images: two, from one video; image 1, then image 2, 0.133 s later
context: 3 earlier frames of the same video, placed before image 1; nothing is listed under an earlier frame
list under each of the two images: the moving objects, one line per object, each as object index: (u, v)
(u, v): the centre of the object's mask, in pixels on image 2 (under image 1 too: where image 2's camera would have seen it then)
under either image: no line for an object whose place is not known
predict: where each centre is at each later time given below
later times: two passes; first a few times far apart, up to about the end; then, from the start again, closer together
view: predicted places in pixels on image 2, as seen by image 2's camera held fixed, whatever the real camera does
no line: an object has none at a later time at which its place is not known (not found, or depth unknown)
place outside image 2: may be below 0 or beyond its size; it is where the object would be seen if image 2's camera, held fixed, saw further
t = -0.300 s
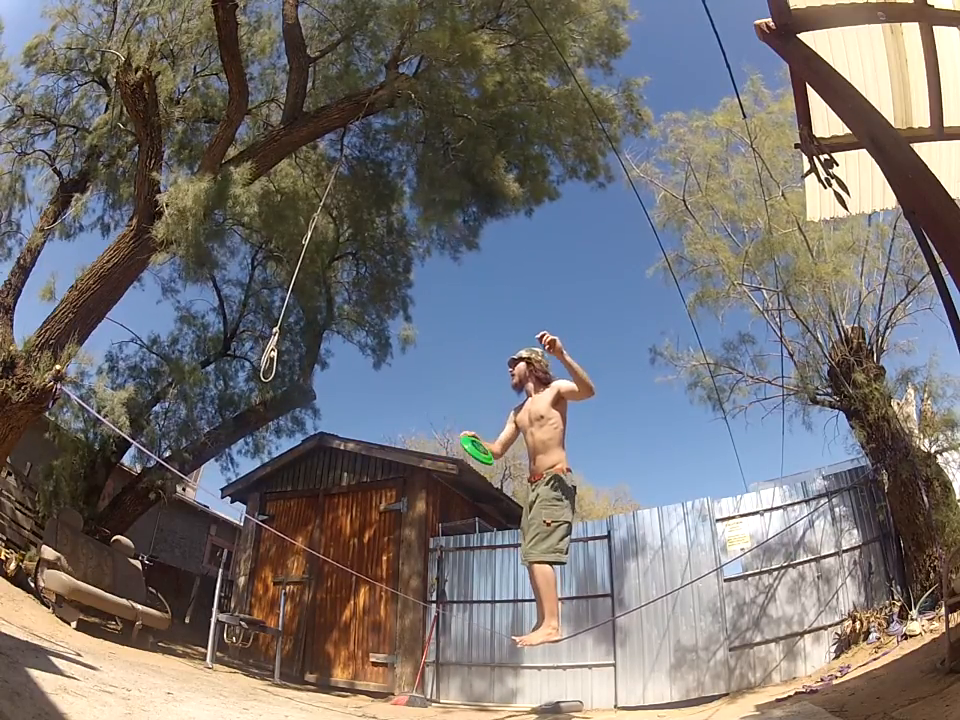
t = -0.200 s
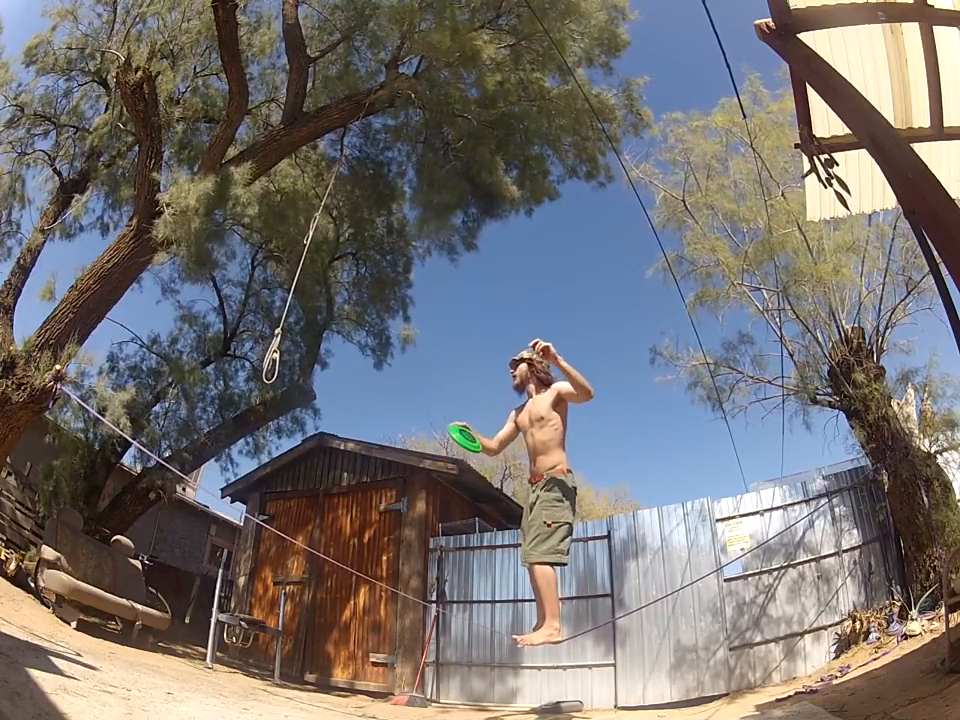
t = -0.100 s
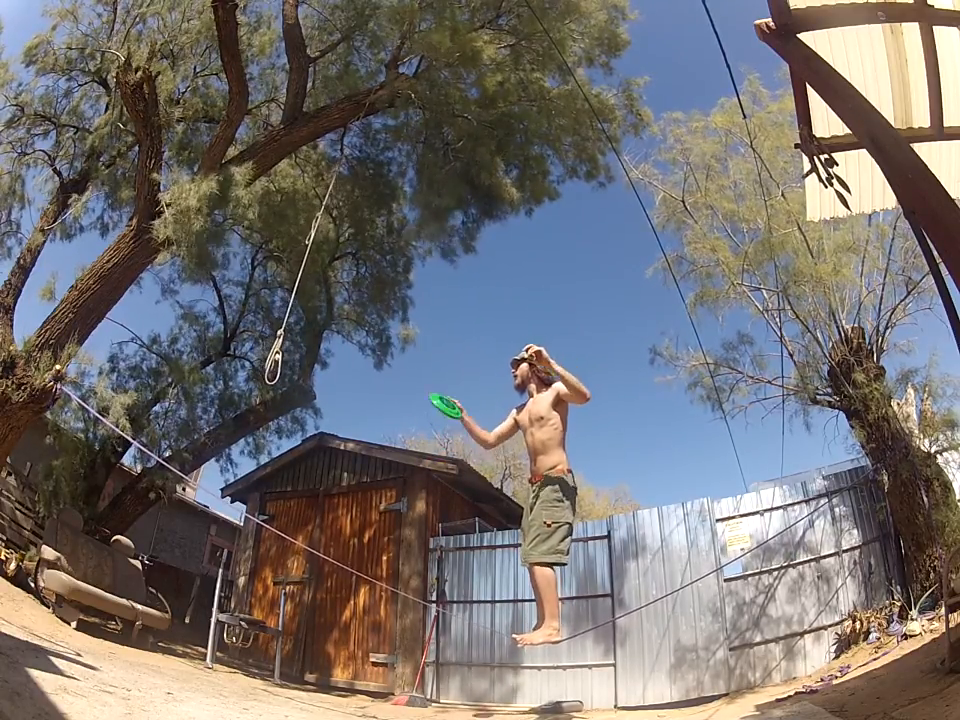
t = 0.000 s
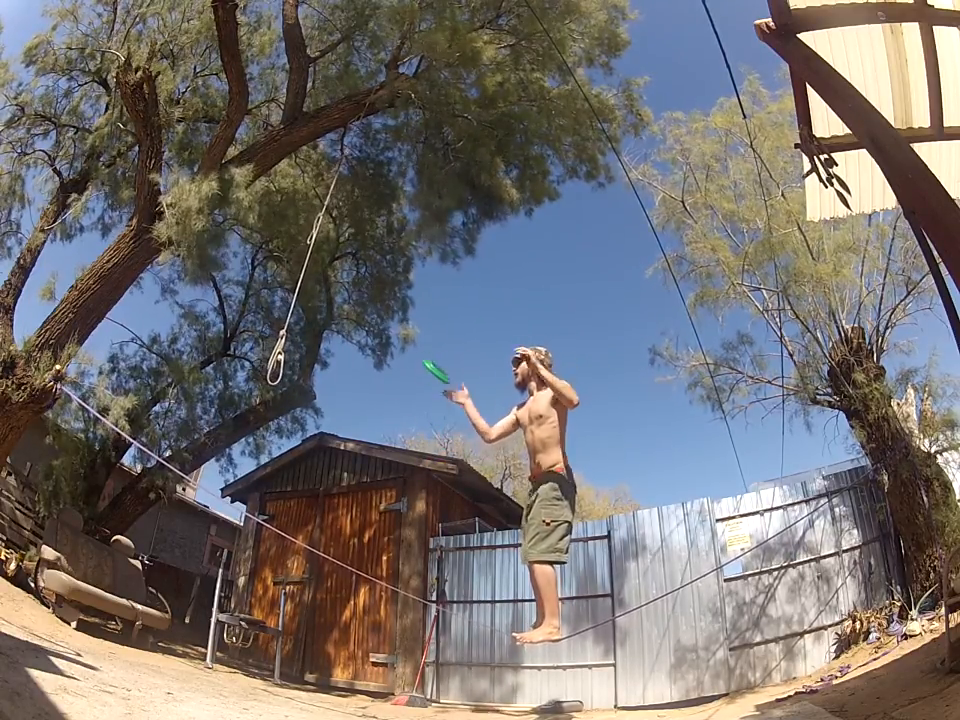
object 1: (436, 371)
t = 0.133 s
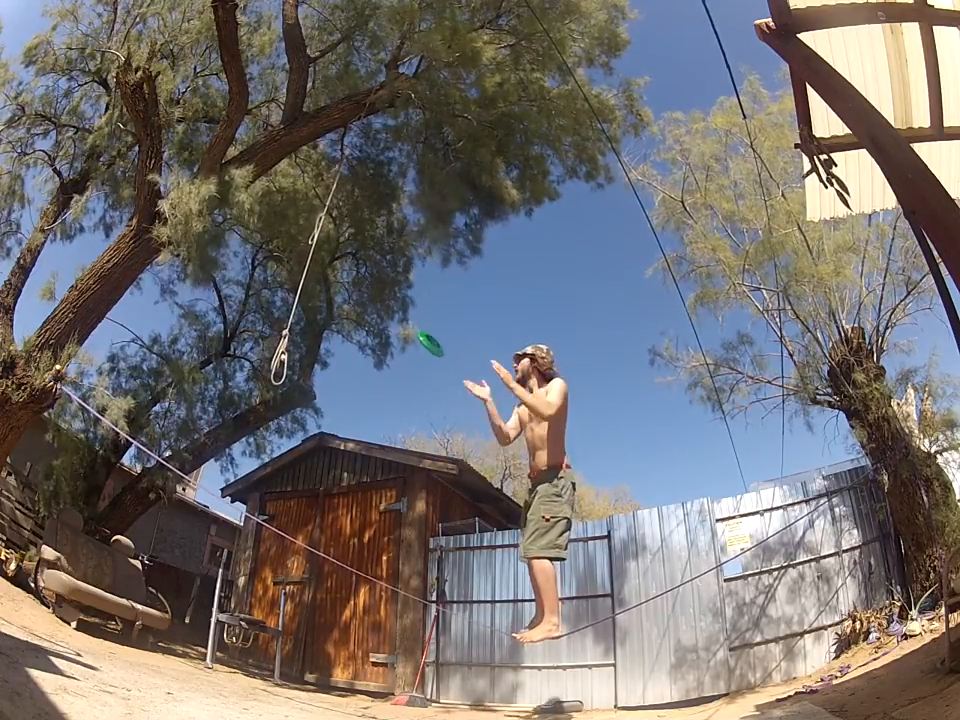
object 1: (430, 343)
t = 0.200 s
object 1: (429, 336)
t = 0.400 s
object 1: (431, 327)
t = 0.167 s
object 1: (429, 339)
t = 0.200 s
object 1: (429, 336)
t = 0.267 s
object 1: (429, 331)
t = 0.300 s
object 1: (429, 330)
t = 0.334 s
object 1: (429, 329)
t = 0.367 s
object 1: (430, 327)
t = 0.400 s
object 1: (431, 327)
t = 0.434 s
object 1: (433, 326)
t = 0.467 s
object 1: (436, 328)
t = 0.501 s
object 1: (440, 329)
